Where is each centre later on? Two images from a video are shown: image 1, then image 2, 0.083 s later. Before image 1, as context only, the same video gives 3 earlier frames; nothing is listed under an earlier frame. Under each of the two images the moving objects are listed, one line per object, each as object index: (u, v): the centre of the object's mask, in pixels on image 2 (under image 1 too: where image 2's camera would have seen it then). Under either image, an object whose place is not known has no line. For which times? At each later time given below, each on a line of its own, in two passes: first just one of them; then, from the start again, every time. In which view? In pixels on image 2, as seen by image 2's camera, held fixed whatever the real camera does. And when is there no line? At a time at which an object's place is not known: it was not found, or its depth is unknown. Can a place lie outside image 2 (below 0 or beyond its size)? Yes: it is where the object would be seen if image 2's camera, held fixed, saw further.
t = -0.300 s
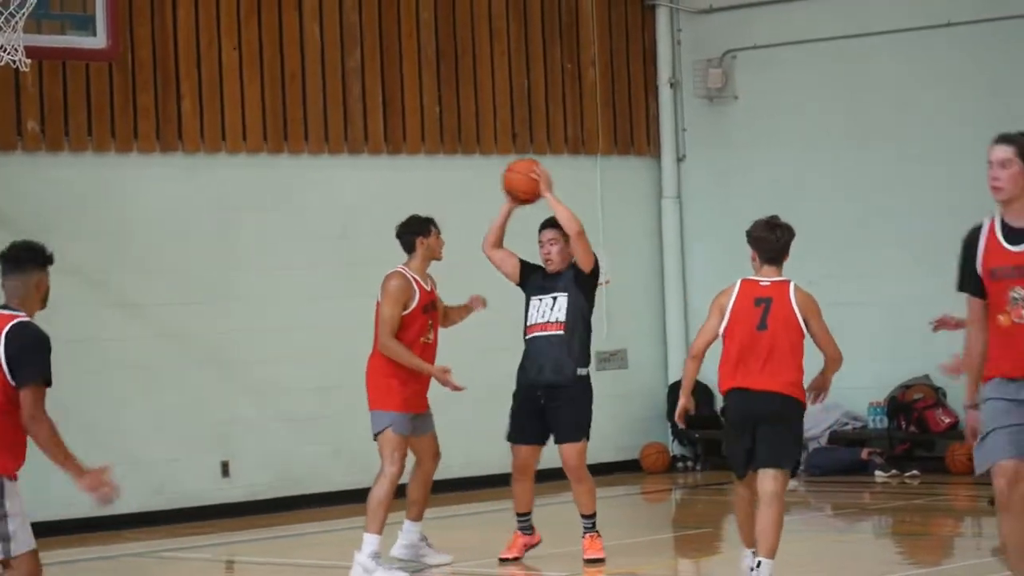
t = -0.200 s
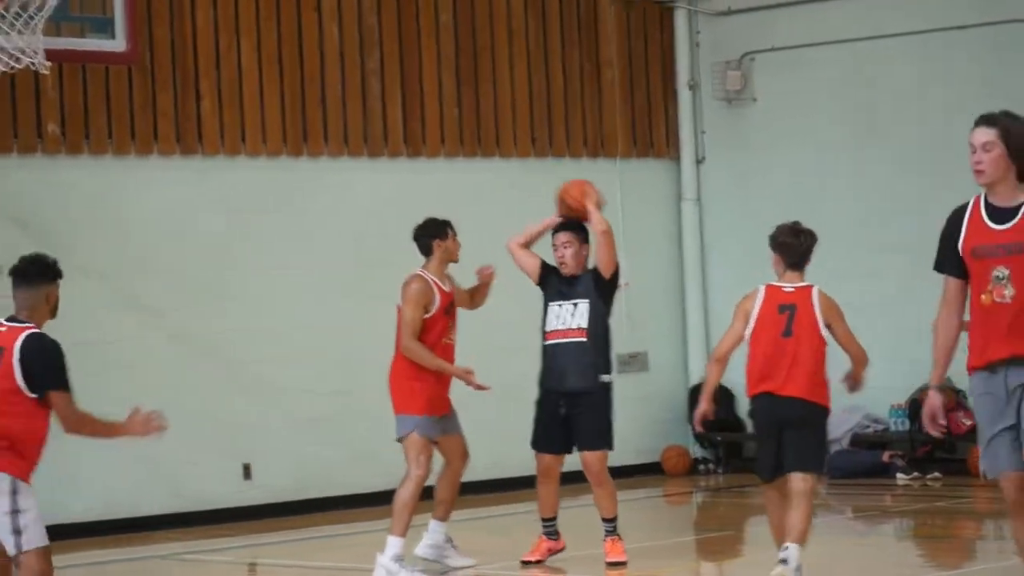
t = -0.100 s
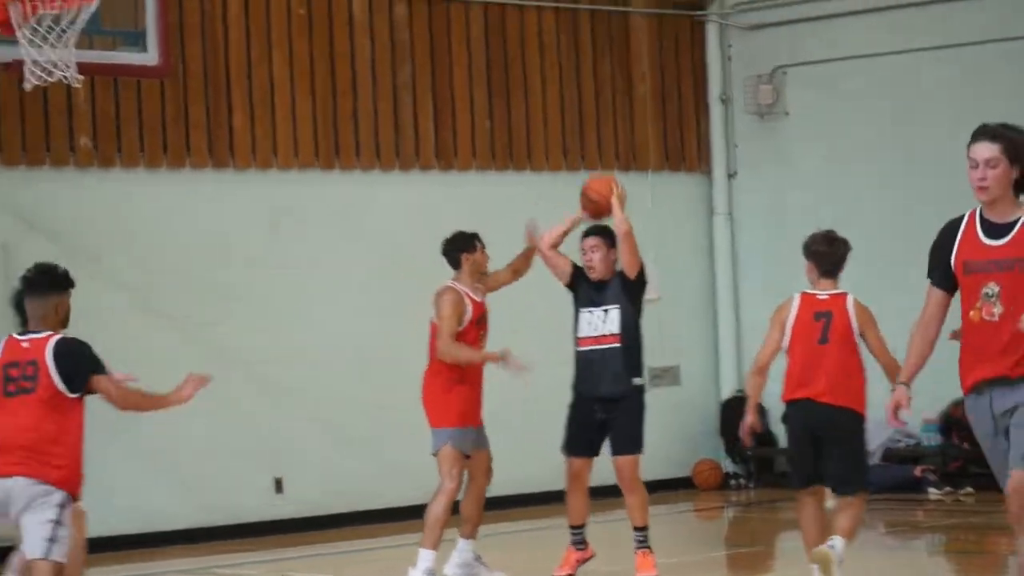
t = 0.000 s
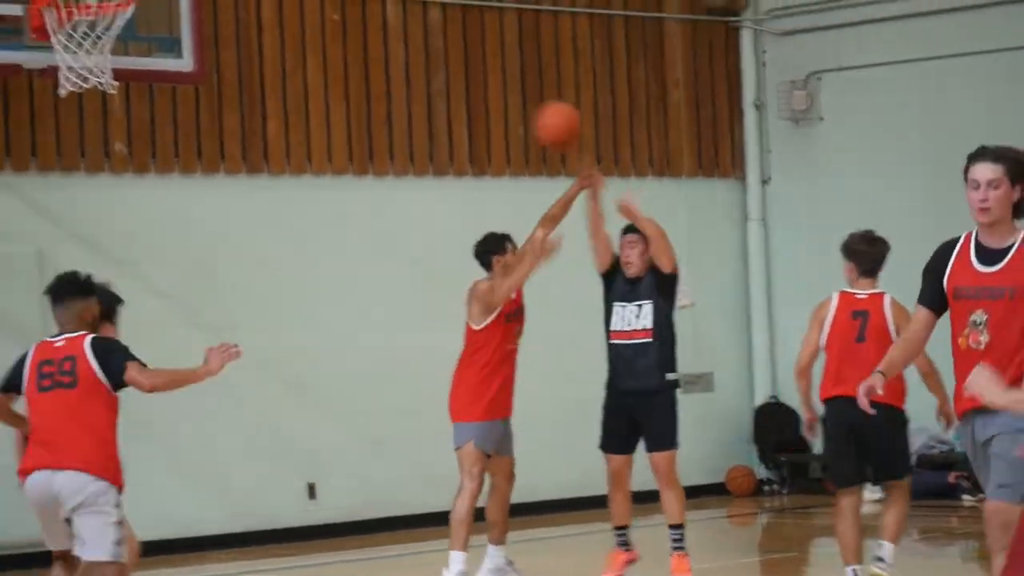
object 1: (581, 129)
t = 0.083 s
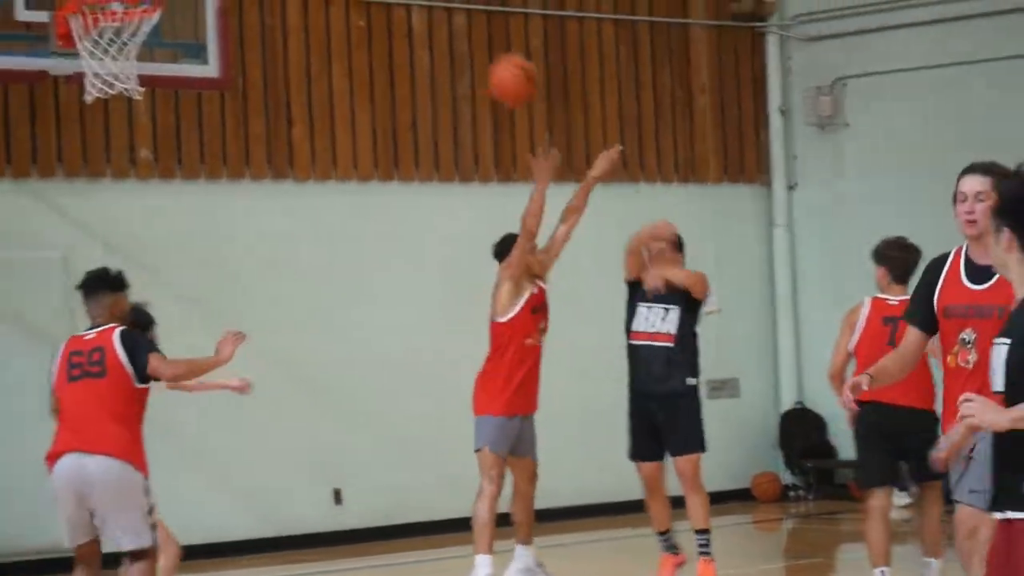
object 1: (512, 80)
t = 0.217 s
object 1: (388, 20)
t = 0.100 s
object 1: (498, 71)
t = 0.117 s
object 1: (483, 62)
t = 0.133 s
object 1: (468, 53)
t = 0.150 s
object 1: (453, 46)
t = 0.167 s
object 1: (437, 38)
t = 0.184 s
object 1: (420, 32)
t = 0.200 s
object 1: (405, 26)
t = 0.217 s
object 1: (388, 20)
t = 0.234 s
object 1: (372, 16)
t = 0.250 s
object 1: (358, 10)
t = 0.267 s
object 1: (342, 4)
